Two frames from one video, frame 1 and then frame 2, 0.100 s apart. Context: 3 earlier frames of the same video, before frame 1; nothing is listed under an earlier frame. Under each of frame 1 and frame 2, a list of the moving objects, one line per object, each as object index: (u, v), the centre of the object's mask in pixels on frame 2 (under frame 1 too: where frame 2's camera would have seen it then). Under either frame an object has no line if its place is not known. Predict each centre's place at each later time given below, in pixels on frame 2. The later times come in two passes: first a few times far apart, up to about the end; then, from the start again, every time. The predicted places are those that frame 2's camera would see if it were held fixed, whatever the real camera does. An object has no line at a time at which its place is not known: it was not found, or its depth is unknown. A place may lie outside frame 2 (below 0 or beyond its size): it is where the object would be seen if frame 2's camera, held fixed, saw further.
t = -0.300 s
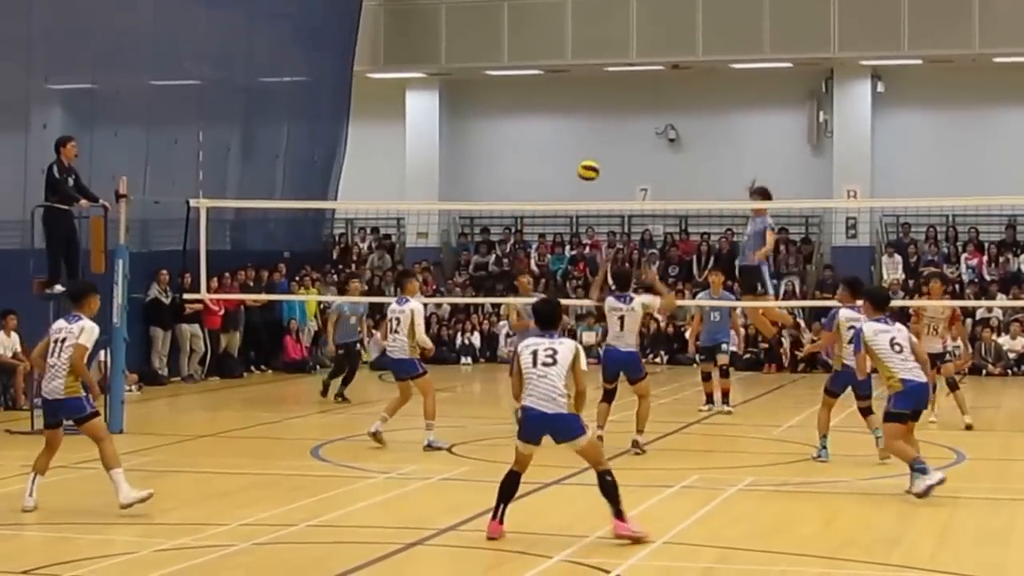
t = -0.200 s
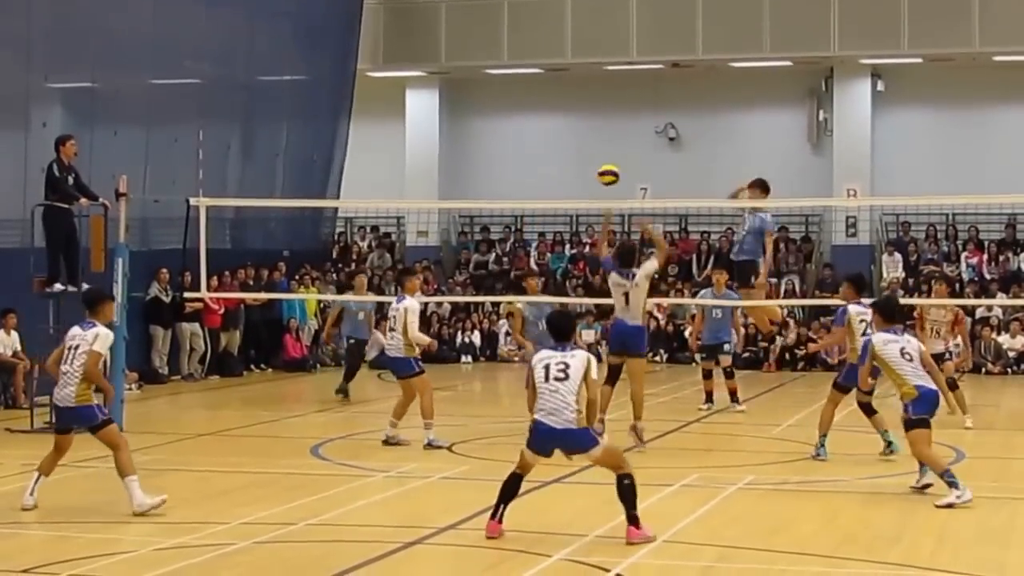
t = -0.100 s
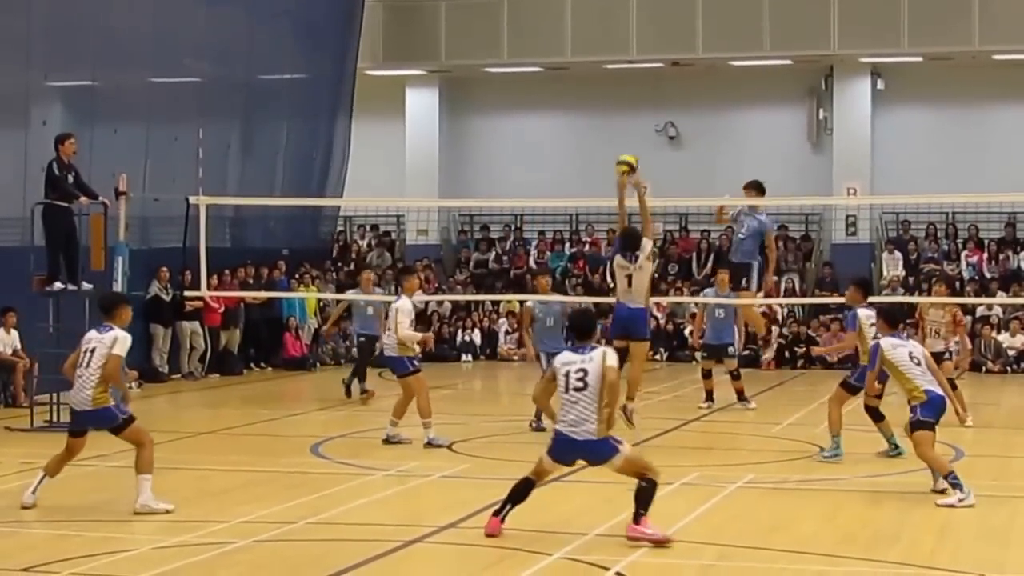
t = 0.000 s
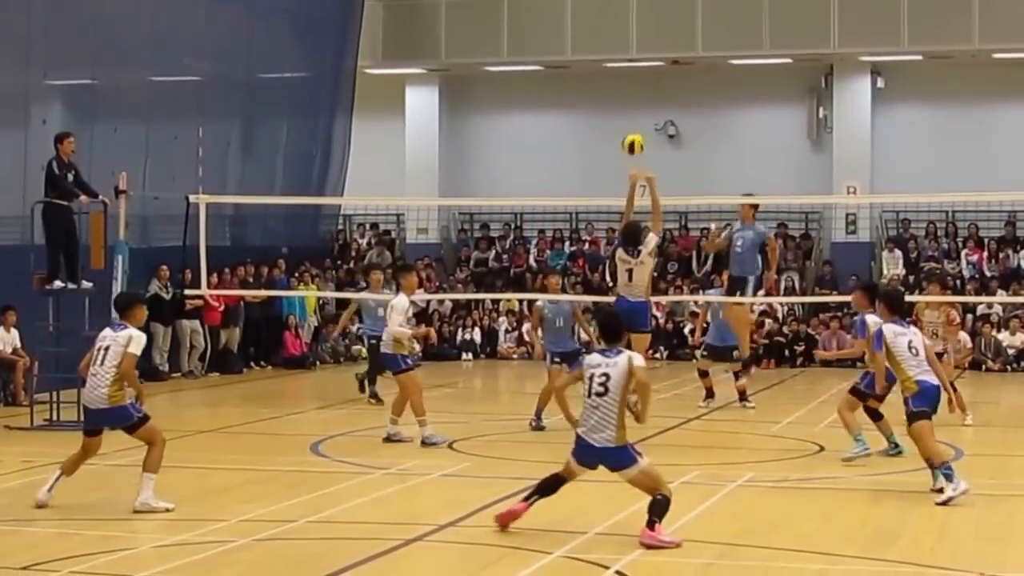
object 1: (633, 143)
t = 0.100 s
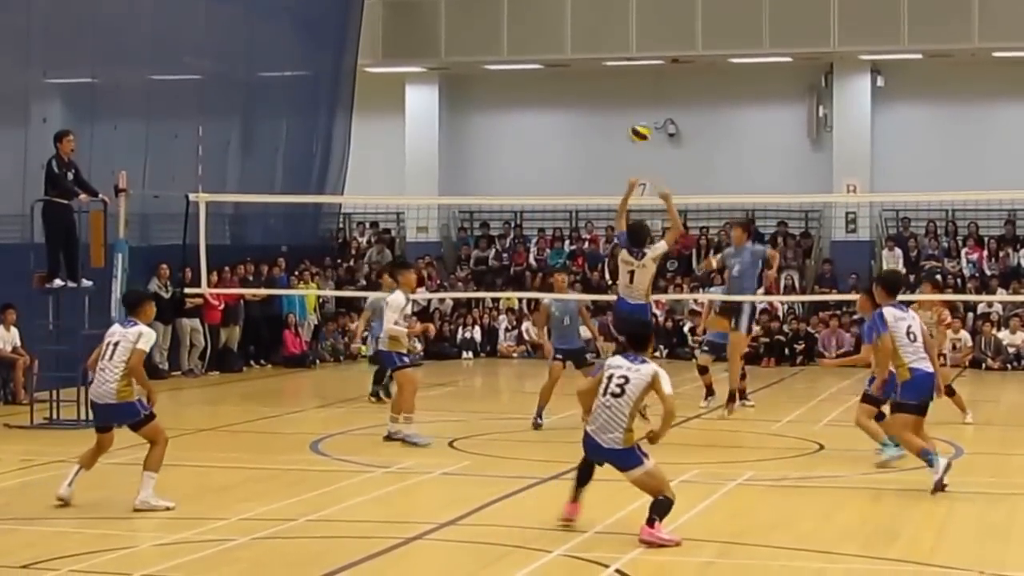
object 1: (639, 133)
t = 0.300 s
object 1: (650, 142)
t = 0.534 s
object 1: (663, 202)
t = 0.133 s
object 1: (641, 131)
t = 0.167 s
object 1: (642, 131)
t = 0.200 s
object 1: (644, 132)
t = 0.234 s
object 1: (646, 135)
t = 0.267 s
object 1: (648, 138)
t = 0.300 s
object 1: (650, 142)
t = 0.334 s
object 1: (652, 147)
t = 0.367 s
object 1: (655, 154)
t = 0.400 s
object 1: (657, 163)
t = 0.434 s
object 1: (658, 170)
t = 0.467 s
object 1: (660, 180)
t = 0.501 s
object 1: (661, 187)
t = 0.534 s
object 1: (663, 202)
